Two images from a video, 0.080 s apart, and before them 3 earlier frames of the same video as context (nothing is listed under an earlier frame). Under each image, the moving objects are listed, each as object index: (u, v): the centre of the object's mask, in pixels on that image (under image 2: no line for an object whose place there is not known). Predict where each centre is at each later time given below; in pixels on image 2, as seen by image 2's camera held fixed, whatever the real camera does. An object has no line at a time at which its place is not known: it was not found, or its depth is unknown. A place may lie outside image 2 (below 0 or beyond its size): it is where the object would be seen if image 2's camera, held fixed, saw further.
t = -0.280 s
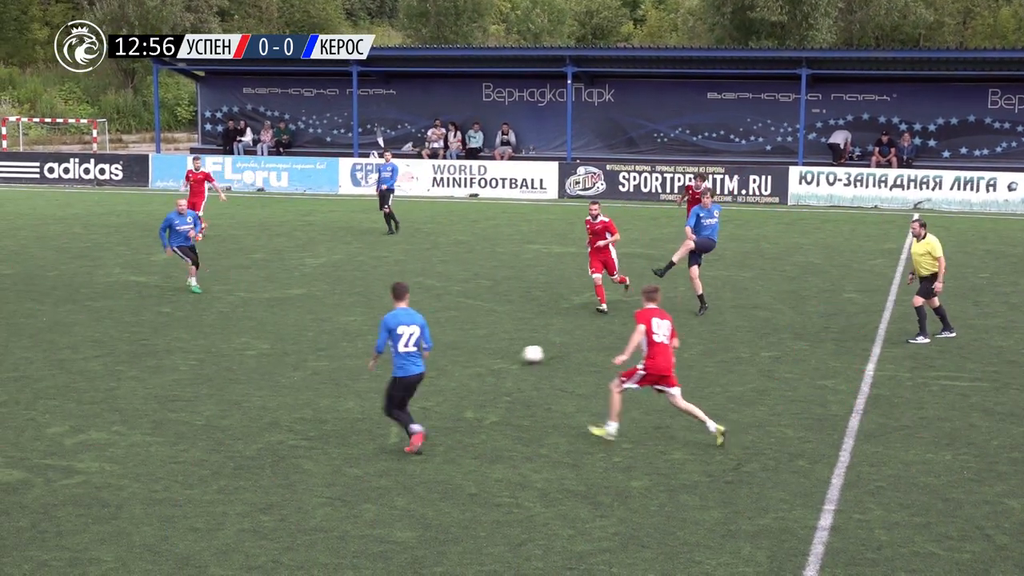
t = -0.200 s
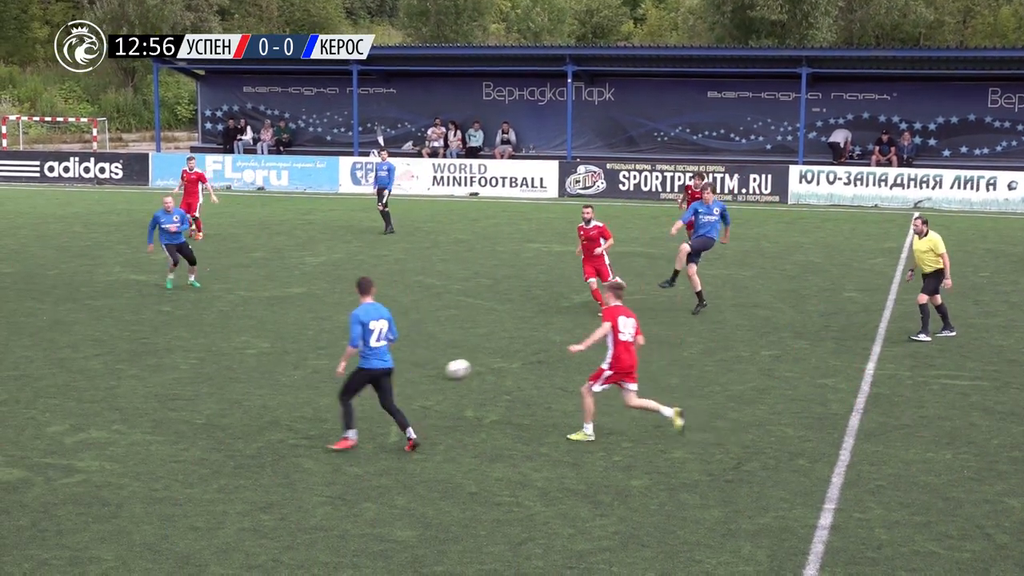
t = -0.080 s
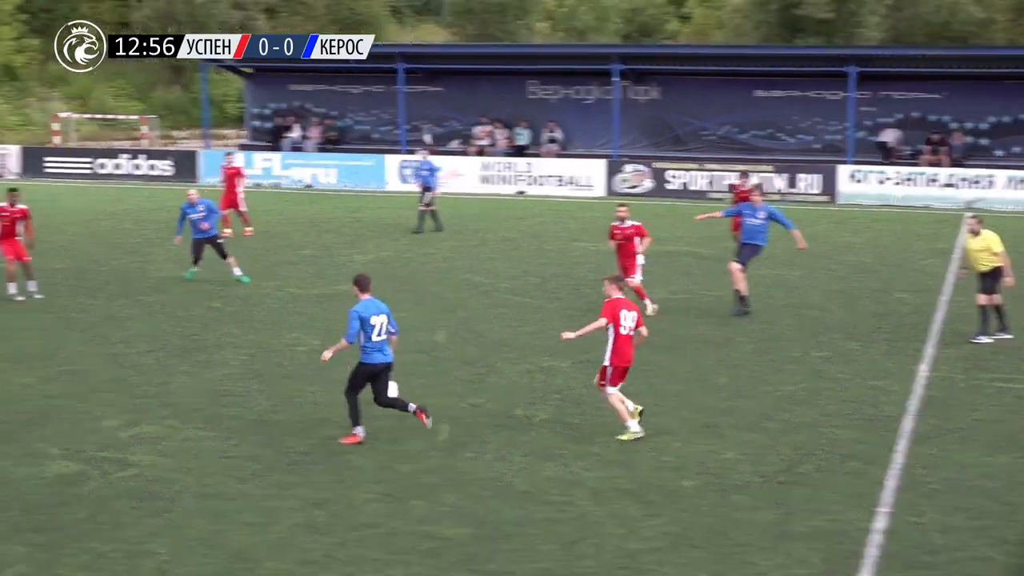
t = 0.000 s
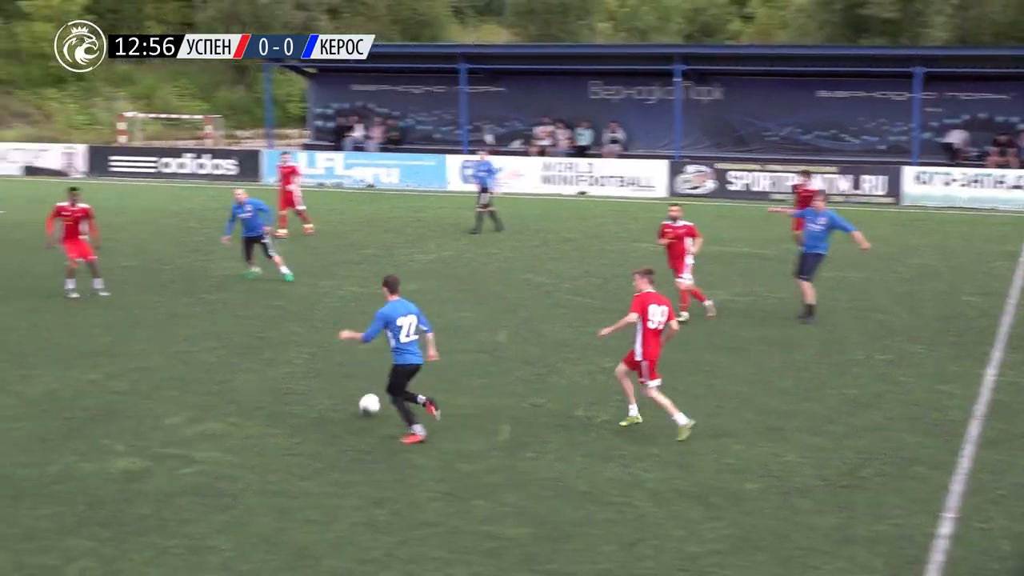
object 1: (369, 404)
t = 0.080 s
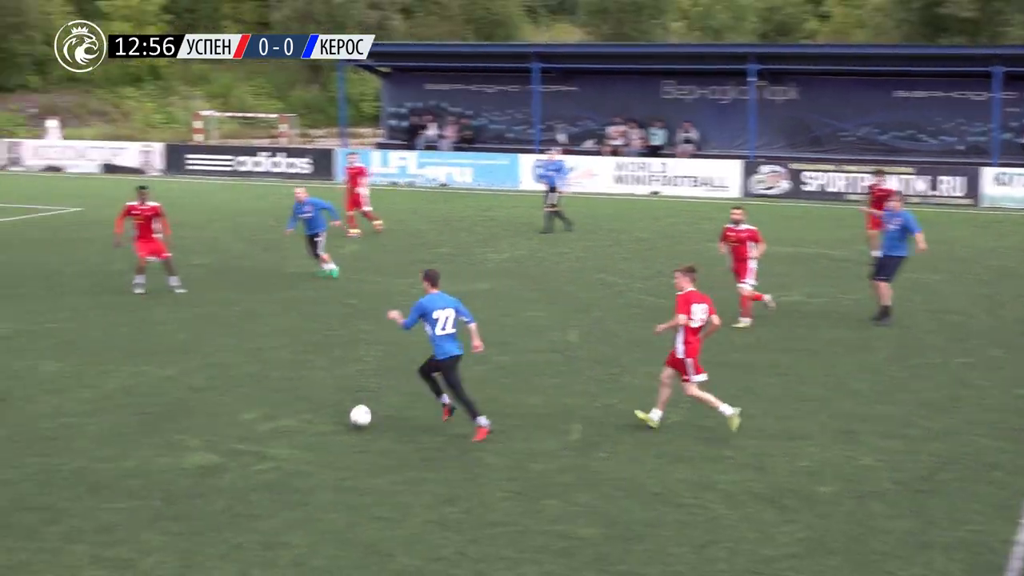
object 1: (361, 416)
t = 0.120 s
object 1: (318, 427)
